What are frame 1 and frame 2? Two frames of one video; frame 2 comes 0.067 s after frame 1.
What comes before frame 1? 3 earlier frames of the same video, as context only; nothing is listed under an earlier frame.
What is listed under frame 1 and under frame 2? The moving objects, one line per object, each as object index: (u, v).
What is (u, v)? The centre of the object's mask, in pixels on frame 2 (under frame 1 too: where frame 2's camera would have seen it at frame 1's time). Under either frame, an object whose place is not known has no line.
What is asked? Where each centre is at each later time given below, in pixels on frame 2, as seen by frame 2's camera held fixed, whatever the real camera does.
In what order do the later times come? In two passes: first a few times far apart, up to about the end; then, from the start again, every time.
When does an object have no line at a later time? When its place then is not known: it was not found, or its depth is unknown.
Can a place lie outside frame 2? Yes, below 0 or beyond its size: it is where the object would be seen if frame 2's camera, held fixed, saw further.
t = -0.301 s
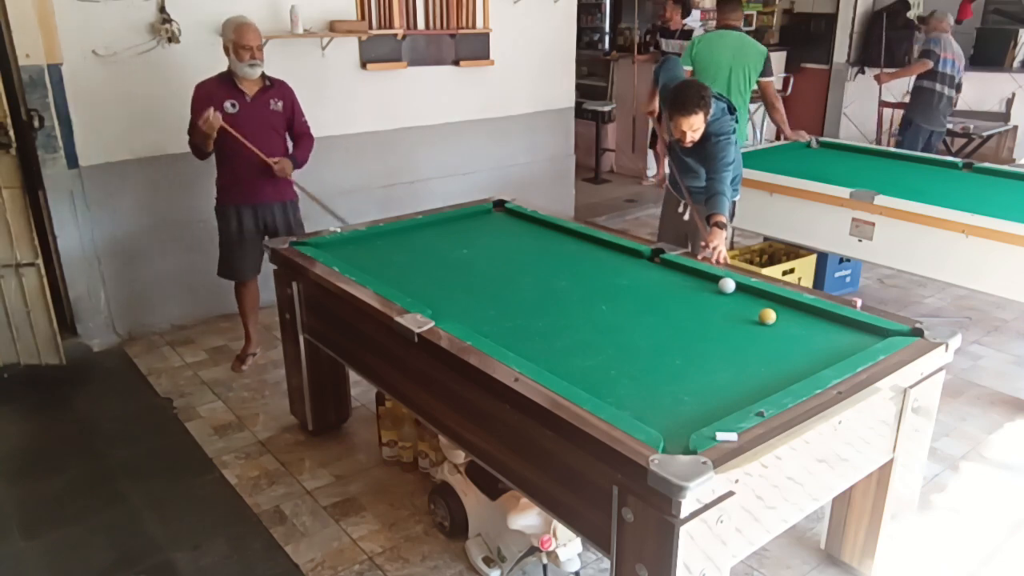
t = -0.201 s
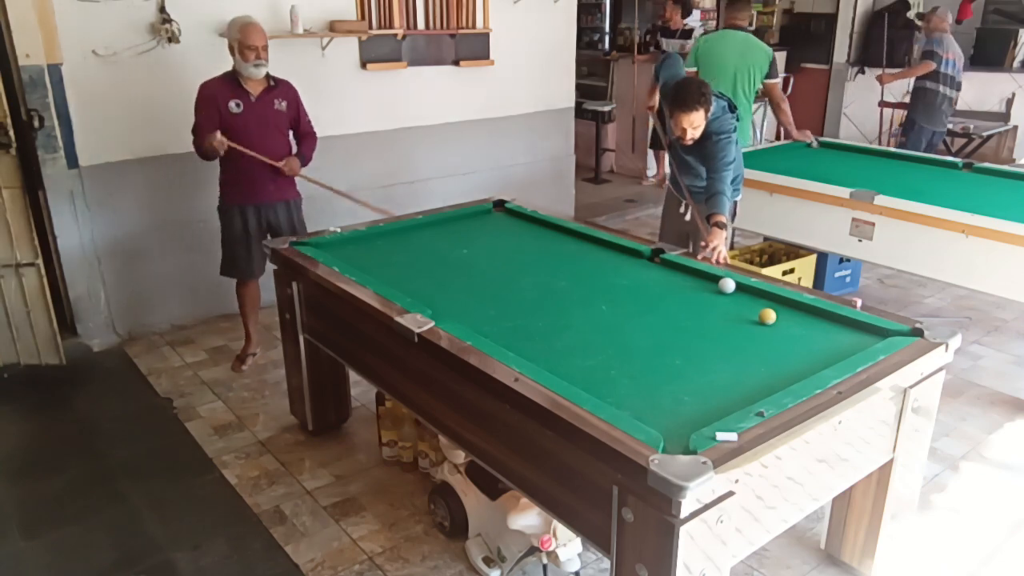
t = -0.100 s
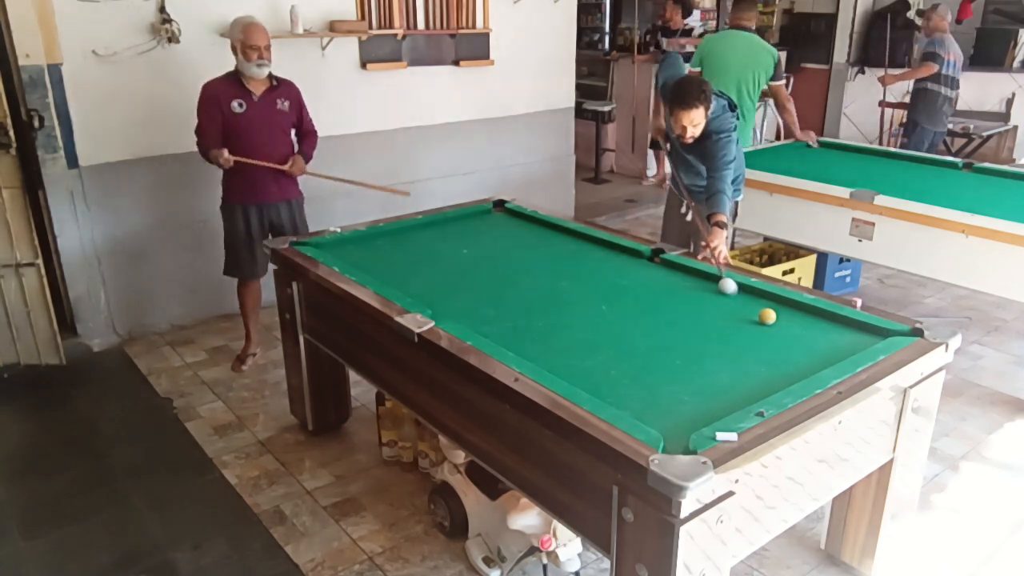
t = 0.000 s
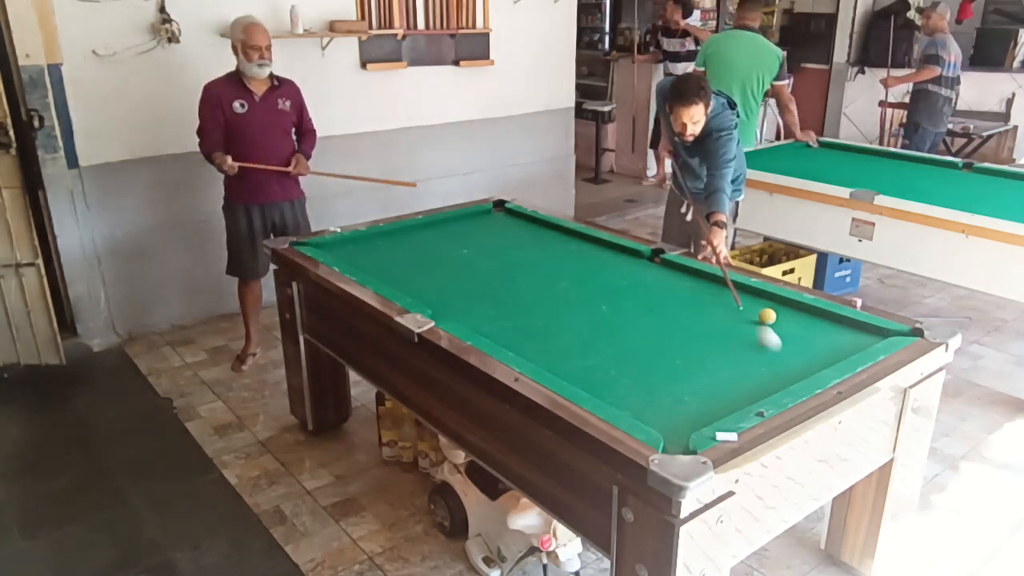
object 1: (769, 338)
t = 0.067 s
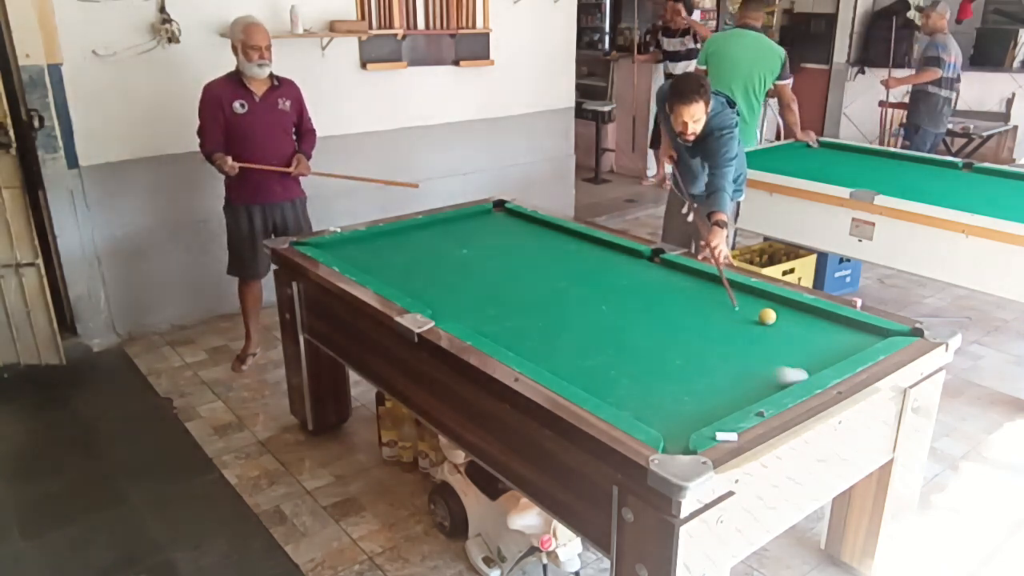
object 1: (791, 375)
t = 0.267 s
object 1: (609, 343)
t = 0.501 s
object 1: (463, 315)
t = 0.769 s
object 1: (445, 268)
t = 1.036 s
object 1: (447, 231)
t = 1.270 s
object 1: (495, 220)
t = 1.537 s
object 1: (535, 233)
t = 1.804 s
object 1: (537, 257)
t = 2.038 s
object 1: (541, 282)
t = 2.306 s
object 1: (545, 317)
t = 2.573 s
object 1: (550, 359)
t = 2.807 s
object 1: (596, 377)
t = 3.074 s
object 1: (664, 390)
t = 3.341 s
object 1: (736, 402)
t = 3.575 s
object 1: (728, 387)
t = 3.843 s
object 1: (715, 369)
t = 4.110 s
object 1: (704, 352)
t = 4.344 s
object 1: (696, 340)
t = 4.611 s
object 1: (688, 328)
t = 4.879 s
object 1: (680, 317)
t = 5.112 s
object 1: (675, 308)
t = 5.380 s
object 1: (669, 300)
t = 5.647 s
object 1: (664, 292)
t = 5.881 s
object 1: (660, 286)
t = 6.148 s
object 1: (656, 281)
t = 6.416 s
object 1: (653, 275)
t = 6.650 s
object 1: (650, 272)
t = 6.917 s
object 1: (647, 268)
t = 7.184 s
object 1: (644, 265)
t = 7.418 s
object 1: (641, 262)
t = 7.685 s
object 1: (639, 260)
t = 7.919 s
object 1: (637, 259)
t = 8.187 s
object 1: (636, 257)
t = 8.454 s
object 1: (635, 257)
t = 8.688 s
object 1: (635, 256)
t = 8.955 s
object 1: (635, 256)
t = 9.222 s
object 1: (635, 256)
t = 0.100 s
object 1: (756, 371)
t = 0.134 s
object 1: (722, 365)
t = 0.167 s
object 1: (691, 359)
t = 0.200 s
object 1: (661, 353)
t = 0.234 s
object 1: (634, 348)
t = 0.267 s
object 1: (609, 343)
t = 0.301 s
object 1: (586, 339)
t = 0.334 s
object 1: (564, 335)
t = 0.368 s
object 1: (542, 331)
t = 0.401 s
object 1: (522, 327)
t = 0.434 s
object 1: (501, 323)
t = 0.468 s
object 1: (482, 319)
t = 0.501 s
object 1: (463, 315)
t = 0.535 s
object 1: (443, 311)
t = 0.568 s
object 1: (440, 304)
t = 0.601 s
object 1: (442, 298)
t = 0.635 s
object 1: (444, 291)
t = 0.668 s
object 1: (444, 285)
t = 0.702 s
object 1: (444, 279)
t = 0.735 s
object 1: (444, 273)
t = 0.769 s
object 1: (445, 268)
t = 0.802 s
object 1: (445, 262)
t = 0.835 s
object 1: (445, 257)
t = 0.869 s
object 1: (446, 252)
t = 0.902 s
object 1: (446, 248)
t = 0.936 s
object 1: (446, 243)
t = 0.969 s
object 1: (446, 239)
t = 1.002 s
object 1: (446, 235)
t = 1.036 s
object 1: (447, 231)
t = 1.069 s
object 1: (447, 227)
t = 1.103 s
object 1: (447, 223)
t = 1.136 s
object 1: (447, 219)
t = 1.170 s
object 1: (457, 217)
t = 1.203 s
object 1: (470, 218)
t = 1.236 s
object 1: (483, 219)
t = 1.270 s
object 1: (495, 220)
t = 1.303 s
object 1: (506, 220)
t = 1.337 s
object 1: (517, 220)
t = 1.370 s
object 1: (528, 220)
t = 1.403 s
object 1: (535, 221)
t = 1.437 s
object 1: (535, 223)
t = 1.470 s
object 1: (534, 227)
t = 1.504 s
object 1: (534, 230)
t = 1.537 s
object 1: (535, 233)
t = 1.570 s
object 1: (535, 236)
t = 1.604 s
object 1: (535, 238)
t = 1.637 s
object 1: (536, 242)
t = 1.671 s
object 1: (536, 245)
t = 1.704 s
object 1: (537, 248)
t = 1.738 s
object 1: (537, 251)
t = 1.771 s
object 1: (537, 254)
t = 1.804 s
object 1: (537, 257)
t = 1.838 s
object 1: (538, 261)
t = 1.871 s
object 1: (538, 264)
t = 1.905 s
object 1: (539, 268)
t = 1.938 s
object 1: (539, 271)
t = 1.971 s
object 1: (540, 275)
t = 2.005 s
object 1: (540, 279)
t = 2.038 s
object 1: (541, 282)
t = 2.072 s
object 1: (541, 287)
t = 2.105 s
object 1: (542, 291)
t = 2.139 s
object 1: (542, 295)
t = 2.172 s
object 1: (543, 299)
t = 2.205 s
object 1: (543, 304)
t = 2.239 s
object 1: (544, 308)
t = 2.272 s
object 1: (544, 313)
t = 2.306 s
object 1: (545, 317)
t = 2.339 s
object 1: (545, 322)
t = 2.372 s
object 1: (546, 326)
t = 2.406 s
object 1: (546, 331)
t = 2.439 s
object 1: (547, 336)
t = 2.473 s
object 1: (548, 342)
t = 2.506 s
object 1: (548, 347)
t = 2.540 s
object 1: (549, 353)
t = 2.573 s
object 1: (550, 359)
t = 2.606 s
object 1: (551, 364)
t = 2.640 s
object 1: (554, 368)
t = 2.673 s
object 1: (563, 370)
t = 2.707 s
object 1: (571, 372)
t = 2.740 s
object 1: (579, 374)
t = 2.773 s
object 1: (588, 375)
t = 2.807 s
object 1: (596, 377)
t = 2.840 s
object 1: (604, 379)
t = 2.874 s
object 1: (613, 381)
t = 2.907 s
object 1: (621, 382)
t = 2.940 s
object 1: (630, 384)
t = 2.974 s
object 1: (638, 385)
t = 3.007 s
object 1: (647, 387)
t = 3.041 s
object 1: (656, 389)
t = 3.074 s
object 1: (664, 390)
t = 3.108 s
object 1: (674, 392)
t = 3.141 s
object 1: (683, 394)
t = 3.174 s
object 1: (692, 395)
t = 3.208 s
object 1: (701, 397)
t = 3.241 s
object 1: (711, 399)
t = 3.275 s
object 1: (719, 400)
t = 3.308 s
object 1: (728, 402)
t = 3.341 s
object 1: (736, 402)
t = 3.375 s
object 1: (740, 401)
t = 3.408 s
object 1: (737, 399)
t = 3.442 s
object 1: (735, 397)
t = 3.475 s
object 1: (733, 395)
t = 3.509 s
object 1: (732, 392)
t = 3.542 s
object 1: (730, 389)
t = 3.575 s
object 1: (728, 387)
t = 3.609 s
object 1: (726, 384)
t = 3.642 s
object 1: (725, 382)
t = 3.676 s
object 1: (723, 380)
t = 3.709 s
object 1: (721, 377)
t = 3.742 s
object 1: (720, 375)
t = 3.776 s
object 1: (718, 373)
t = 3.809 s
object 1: (717, 371)
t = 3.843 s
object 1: (715, 369)
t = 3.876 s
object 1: (714, 367)
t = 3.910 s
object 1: (712, 364)
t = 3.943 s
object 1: (711, 362)
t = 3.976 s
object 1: (710, 360)
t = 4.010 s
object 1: (708, 358)
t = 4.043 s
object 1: (707, 356)
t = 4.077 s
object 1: (705, 354)
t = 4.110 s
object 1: (704, 352)
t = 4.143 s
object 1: (703, 350)
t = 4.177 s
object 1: (702, 349)
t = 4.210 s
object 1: (700, 347)
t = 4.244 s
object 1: (699, 345)
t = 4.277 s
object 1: (698, 343)
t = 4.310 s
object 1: (697, 341)
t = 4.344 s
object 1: (696, 340)
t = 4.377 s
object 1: (695, 338)
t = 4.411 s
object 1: (694, 337)
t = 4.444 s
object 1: (693, 335)
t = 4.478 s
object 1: (692, 333)
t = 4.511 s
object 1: (691, 332)
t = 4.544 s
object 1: (690, 331)
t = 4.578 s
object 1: (688, 329)
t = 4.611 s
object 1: (688, 328)
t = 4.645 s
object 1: (687, 326)
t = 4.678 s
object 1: (686, 325)
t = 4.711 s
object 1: (685, 323)
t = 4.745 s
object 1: (684, 322)
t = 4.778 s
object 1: (683, 320)
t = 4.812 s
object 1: (682, 319)
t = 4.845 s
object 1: (682, 318)
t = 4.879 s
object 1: (680, 317)
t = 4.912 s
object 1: (680, 315)
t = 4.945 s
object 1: (679, 314)
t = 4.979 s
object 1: (678, 313)
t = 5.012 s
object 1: (677, 312)
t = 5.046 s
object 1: (677, 311)
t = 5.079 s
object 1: (676, 309)
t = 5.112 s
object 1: (675, 308)
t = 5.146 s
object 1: (674, 307)
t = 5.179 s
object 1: (674, 306)
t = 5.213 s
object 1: (673, 305)
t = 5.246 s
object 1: (672, 304)
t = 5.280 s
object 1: (672, 303)
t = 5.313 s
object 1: (671, 302)
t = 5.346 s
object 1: (670, 301)
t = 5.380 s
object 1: (669, 300)
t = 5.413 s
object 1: (669, 299)
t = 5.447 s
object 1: (668, 298)
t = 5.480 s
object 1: (667, 297)
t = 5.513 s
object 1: (667, 296)
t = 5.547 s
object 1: (666, 295)
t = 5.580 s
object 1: (666, 294)
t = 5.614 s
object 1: (665, 293)
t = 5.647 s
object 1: (664, 292)
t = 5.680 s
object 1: (664, 291)
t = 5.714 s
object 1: (663, 290)
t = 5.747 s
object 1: (663, 289)
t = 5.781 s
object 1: (662, 289)
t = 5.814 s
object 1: (661, 288)
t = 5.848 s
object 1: (661, 287)
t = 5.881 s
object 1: (660, 286)
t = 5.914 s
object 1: (660, 286)
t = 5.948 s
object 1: (659, 285)
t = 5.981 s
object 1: (659, 284)
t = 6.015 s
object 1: (658, 283)
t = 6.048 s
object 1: (658, 283)
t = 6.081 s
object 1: (657, 282)
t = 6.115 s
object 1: (657, 281)
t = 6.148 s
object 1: (656, 281)
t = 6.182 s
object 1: (656, 280)
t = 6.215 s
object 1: (655, 279)
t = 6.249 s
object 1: (655, 279)
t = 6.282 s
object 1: (654, 278)
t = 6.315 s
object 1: (654, 277)
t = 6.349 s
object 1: (654, 277)
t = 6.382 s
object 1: (653, 276)
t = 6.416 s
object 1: (653, 275)
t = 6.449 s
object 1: (652, 275)
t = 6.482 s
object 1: (652, 274)
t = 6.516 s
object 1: (652, 274)
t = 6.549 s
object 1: (651, 273)
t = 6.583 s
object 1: (651, 273)
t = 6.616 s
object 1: (651, 272)
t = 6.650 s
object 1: (650, 272)
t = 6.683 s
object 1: (650, 271)
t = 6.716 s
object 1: (649, 270)
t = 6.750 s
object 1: (649, 270)
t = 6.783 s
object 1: (649, 269)
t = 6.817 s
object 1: (648, 269)
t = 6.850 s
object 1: (648, 269)
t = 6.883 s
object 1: (647, 268)
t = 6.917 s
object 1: (647, 268)
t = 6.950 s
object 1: (647, 267)
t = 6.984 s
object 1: (646, 267)
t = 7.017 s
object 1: (646, 266)
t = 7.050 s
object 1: (645, 266)
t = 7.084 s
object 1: (645, 266)
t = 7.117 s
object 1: (644, 265)
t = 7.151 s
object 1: (644, 265)
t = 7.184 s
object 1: (644, 265)
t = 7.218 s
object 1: (644, 264)
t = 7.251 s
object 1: (643, 264)
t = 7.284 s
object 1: (643, 264)
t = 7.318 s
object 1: (642, 263)
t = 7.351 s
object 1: (642, 263)
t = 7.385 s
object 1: (642, 263)
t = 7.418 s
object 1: (641, 262)
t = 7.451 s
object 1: (641, 262)
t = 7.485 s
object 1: (641, 262)
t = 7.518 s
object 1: (640, 261)
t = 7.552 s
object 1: (640, 261)
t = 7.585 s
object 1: (640, 261)
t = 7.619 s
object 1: (640, 261)
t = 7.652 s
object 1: (639, 260)
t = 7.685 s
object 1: (639, 260)
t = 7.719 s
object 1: (639, 260)
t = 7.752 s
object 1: (638, 260)
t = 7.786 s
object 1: (638, 260)
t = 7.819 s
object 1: (638, 259)
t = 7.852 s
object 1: (638, 259)
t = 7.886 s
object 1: (637, 259)
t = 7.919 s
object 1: (637, 259)
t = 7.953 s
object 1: (637, 259)
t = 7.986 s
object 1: (637, 258)
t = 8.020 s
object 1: (636, 258)
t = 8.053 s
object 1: (636, 258)
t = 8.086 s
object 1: (636, 258)
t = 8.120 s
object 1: (636, 258)
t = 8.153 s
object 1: (636, 257)
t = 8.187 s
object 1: (636, 257)
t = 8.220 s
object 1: (635, 257)
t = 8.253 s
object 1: (636, 257)
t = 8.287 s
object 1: (635, 257)
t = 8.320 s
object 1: (635, 257)
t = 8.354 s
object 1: (635, 257)
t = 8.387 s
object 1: (635, 257)
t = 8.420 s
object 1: (635, 257)
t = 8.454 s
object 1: (635, 257)
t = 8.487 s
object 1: (635, 256)
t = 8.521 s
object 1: (635, 256)
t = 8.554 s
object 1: (634, 256)
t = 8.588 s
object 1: (634, 256)
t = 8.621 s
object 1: (635, 256)
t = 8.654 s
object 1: (635, 256)
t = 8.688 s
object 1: (635, 256)
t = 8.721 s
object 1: (635, 256)
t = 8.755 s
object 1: (635, 256)
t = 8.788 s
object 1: (635, 256)
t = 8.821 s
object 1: (635, 256)
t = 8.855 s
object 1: (635, 256)
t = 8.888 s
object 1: (635, 256)
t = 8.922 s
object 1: (635, 256)
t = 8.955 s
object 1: (635, 256)
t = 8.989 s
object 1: (635, 256)
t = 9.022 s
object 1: (635, 256)
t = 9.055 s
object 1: (635, 256)
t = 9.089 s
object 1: (635, 256)
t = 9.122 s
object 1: (635, 256)
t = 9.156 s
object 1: (635, 256)
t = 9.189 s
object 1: (635, 256)
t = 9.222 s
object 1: (635, 256)
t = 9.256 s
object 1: (635, 256)
